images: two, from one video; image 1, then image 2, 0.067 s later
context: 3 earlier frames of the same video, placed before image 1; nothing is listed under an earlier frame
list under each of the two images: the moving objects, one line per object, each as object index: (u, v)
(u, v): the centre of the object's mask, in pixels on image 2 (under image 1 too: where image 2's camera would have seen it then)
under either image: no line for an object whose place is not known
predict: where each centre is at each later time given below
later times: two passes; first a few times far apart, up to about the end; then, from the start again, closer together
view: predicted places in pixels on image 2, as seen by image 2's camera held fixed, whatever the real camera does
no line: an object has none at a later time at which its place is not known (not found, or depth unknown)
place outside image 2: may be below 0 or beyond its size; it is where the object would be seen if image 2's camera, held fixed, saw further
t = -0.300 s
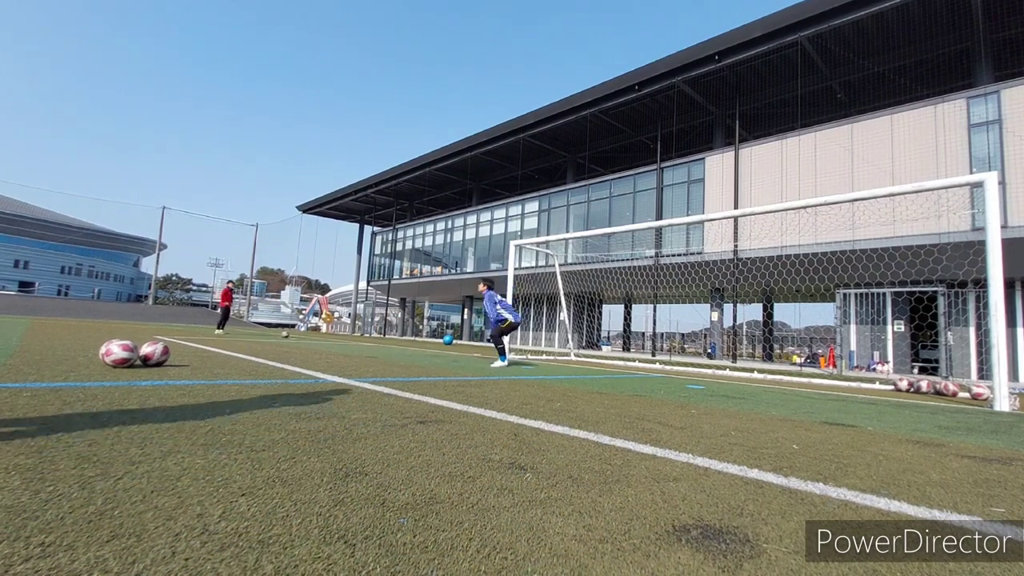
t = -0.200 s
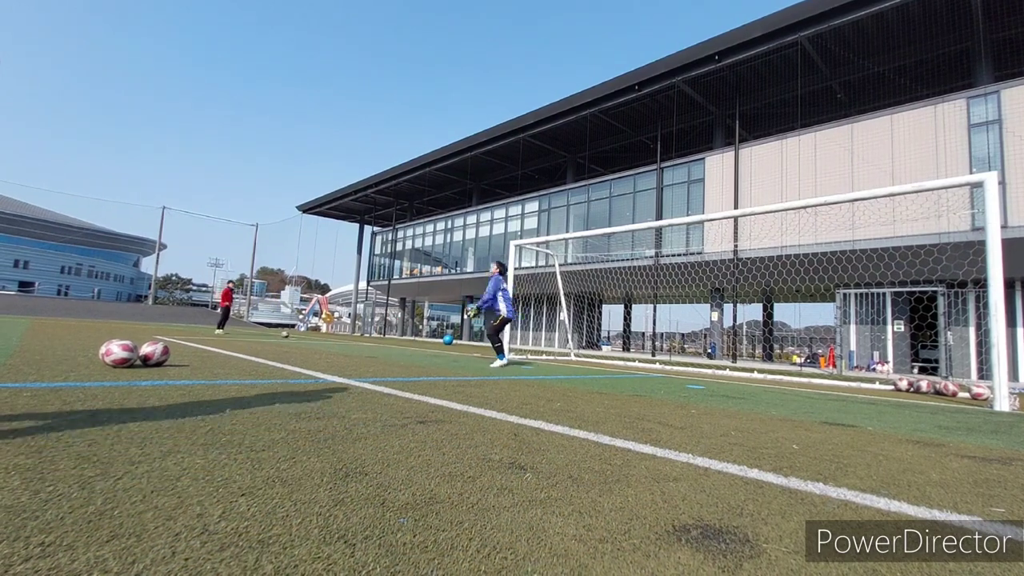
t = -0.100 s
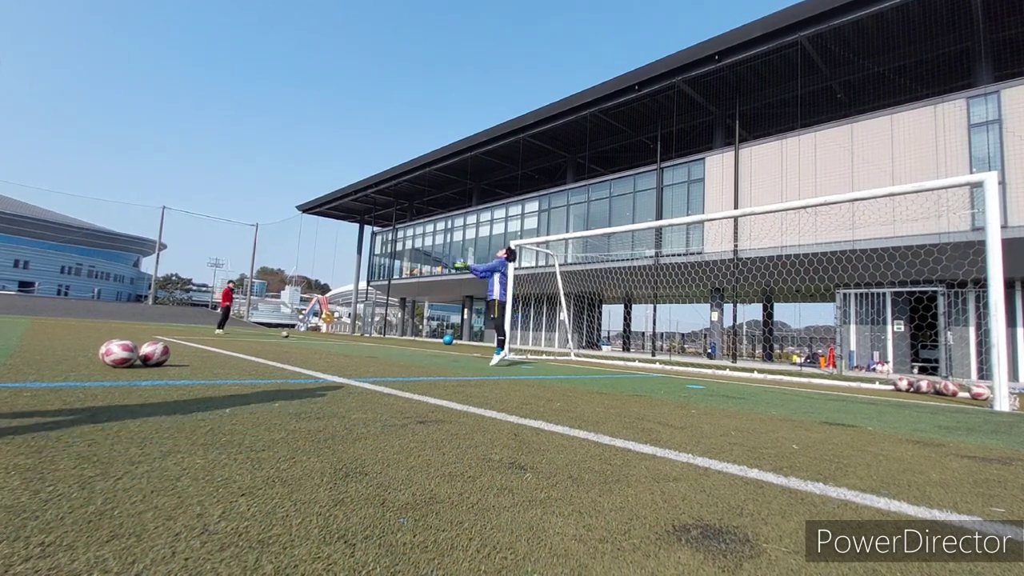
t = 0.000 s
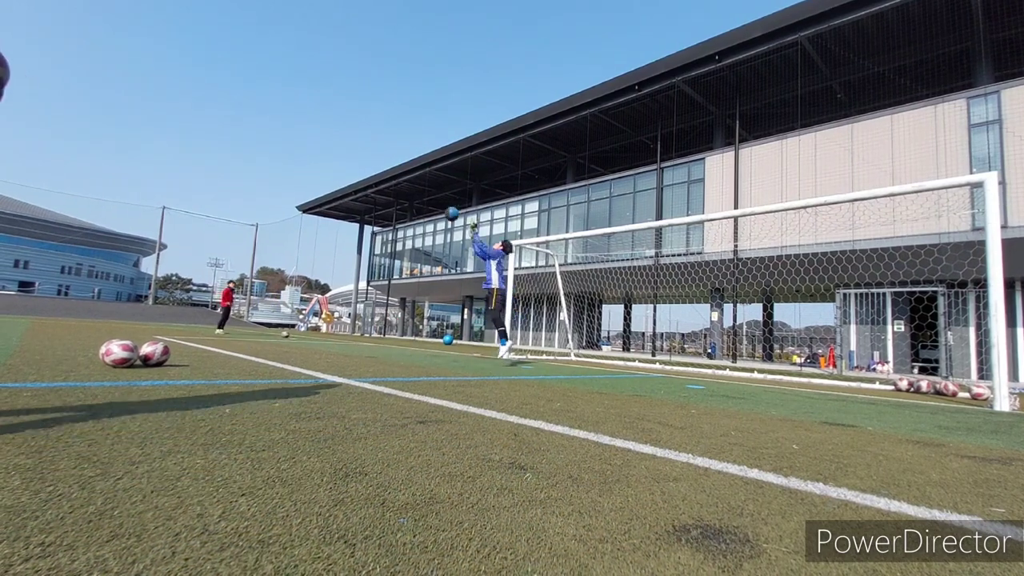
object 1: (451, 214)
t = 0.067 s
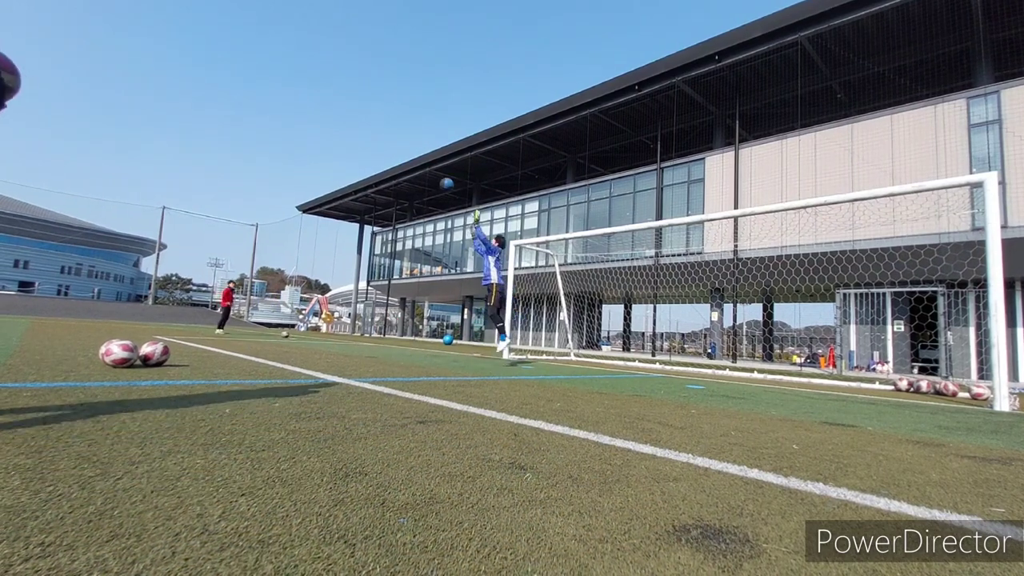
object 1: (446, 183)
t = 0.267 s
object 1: (430, 115)
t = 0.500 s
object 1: (409, 64)
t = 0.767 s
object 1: (382, 43)
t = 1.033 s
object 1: (350, 65)
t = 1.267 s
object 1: (318, 118)
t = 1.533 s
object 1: (276, 224)
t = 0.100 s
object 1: (444, 170)
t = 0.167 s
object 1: (439, 146)
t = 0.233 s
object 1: (433, 125)
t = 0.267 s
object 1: (430, 115)
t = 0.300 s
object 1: (428, 105)
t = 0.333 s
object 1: (425, 97)
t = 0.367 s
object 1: (422, 89)
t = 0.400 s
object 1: (419, 82)
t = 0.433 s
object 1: (416, 75)
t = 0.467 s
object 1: (413, 69)
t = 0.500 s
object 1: (409, 64)
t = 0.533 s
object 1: (406, 59)
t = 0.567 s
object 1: (403, 55)
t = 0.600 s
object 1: (400, 51)
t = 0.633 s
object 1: (396, 48)
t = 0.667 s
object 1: (393, 46)
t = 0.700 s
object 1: (389, 45)
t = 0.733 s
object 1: (386, 44)
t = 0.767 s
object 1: (382, 43)
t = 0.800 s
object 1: (378, 44)
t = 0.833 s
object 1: (374, 45)
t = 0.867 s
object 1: (371, 47)
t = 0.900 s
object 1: (367, 49)
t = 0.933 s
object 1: (363, 52)
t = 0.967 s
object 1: (359, 56)
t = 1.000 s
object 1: (355, 60)
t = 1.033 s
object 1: (350, 65)
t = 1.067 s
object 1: (346, 71)
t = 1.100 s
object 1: (342, 77)
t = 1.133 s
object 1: (337, 84)
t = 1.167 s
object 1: (333, 91)
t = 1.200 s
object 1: (328, 100)
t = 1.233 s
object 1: (323, 109)
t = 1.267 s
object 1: (318, 118)
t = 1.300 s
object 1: (314, 129)
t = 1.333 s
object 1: (308, 140)
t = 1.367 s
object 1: (303, 152)
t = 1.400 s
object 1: (298, 165)
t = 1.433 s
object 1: (292, 178)
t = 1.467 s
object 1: (287, 193)
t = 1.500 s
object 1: (281, 208)
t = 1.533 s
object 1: (276, 224)
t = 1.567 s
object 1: (270, 240)
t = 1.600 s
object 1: (264, 258)
